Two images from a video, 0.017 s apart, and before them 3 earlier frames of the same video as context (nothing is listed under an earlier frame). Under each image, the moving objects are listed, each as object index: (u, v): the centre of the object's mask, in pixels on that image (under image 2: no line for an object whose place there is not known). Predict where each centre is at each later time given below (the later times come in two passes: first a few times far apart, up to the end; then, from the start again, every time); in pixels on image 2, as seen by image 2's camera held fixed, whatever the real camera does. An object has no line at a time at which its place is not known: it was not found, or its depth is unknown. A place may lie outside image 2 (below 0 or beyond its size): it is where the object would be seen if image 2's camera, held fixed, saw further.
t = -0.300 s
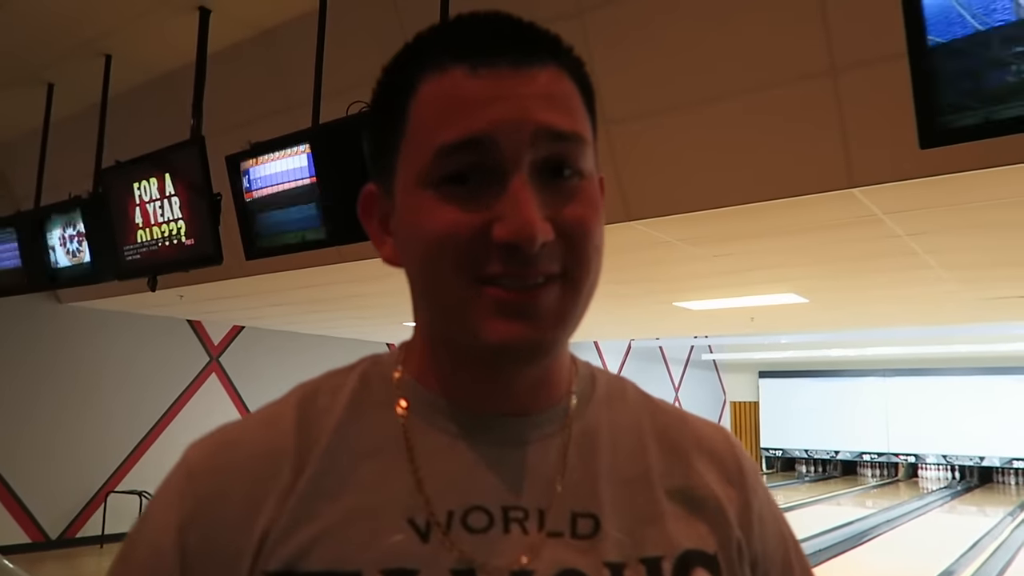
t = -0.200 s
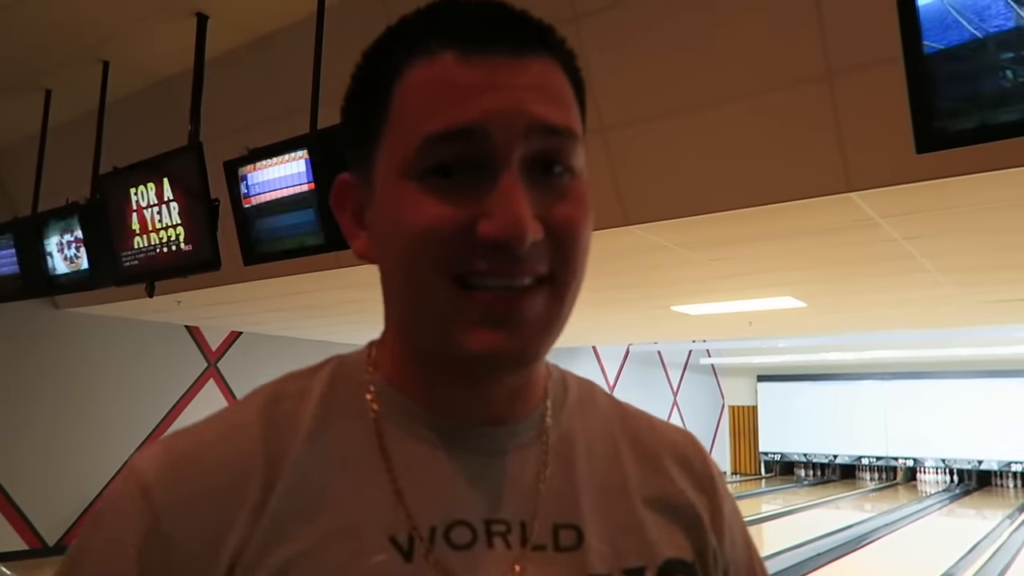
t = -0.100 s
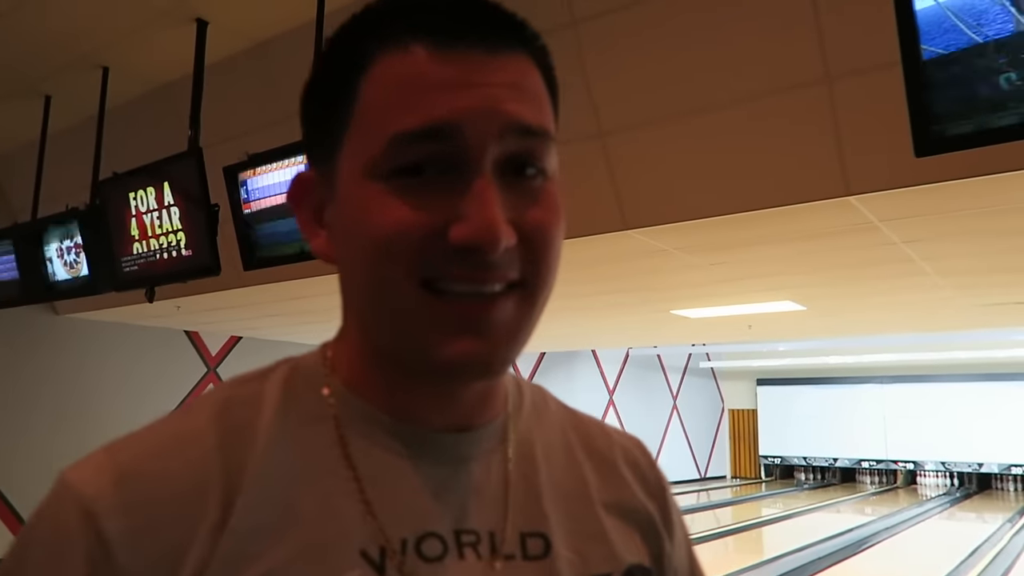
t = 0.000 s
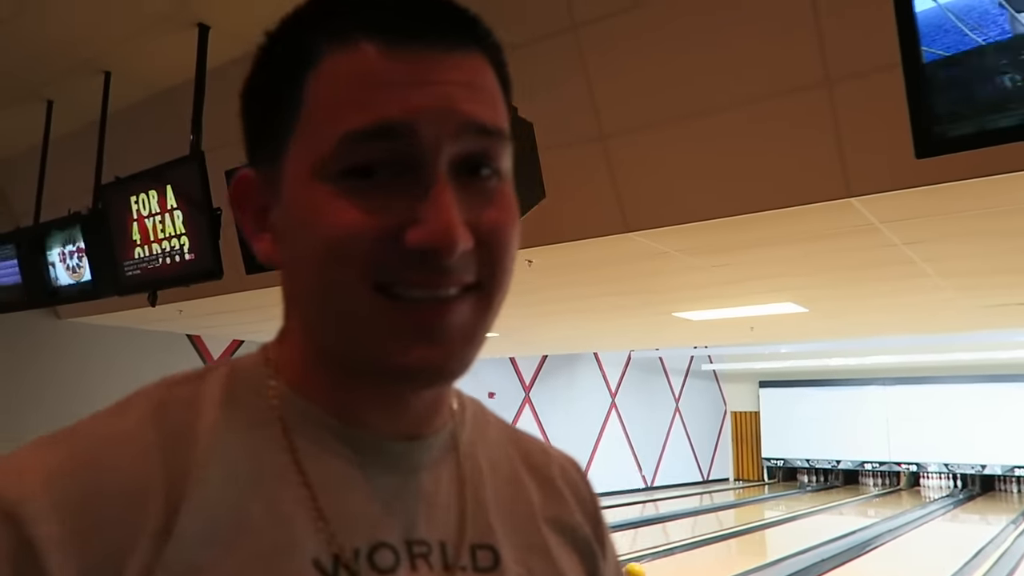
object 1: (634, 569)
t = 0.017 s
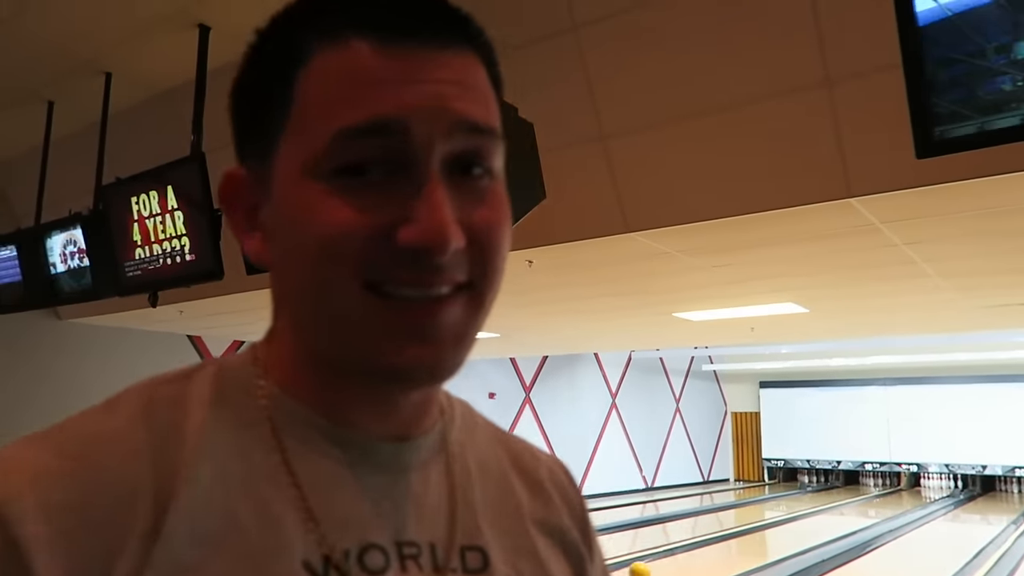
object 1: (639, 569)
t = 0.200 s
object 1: (691, 560)
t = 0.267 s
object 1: (708, 555)
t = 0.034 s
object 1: (644, 568)
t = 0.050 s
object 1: (649, 568)
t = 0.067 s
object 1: (654, 567)
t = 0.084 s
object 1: (660, 566)
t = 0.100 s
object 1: (665, 566)
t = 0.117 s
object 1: (669, 565)
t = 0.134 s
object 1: (674, 564)
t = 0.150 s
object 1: (678, 563)
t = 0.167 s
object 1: (683, 562)
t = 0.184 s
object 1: (687, 561)
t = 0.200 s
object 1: (691, 560)
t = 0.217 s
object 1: (695, 559)
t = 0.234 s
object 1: (700, 557)
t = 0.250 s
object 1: (704, 556)
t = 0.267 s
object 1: (708, 555)
